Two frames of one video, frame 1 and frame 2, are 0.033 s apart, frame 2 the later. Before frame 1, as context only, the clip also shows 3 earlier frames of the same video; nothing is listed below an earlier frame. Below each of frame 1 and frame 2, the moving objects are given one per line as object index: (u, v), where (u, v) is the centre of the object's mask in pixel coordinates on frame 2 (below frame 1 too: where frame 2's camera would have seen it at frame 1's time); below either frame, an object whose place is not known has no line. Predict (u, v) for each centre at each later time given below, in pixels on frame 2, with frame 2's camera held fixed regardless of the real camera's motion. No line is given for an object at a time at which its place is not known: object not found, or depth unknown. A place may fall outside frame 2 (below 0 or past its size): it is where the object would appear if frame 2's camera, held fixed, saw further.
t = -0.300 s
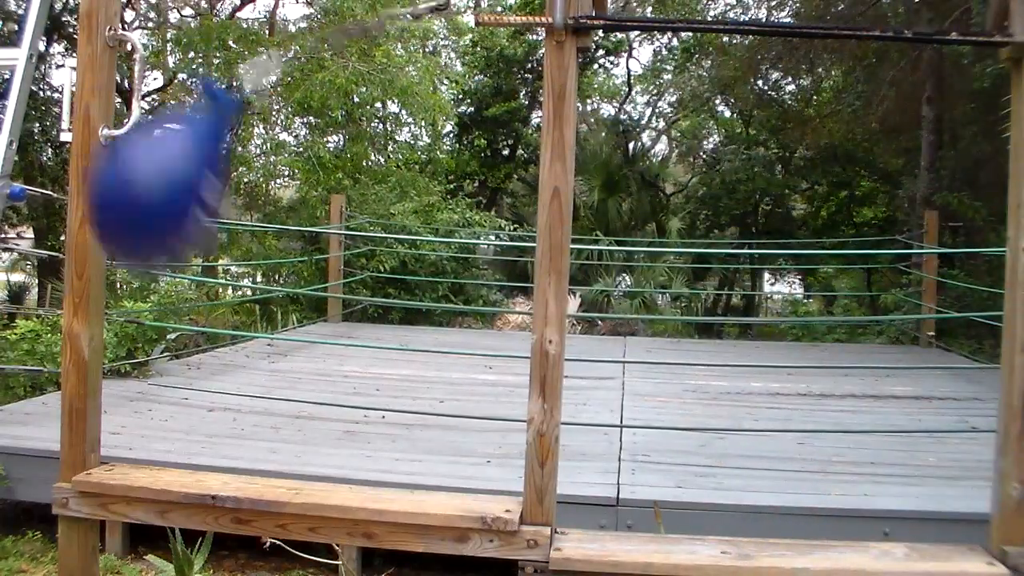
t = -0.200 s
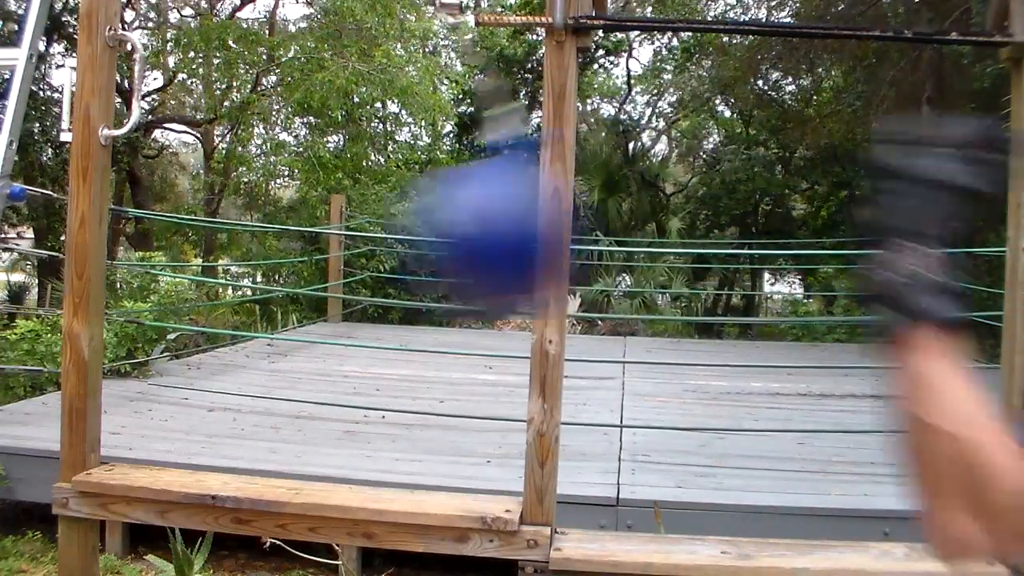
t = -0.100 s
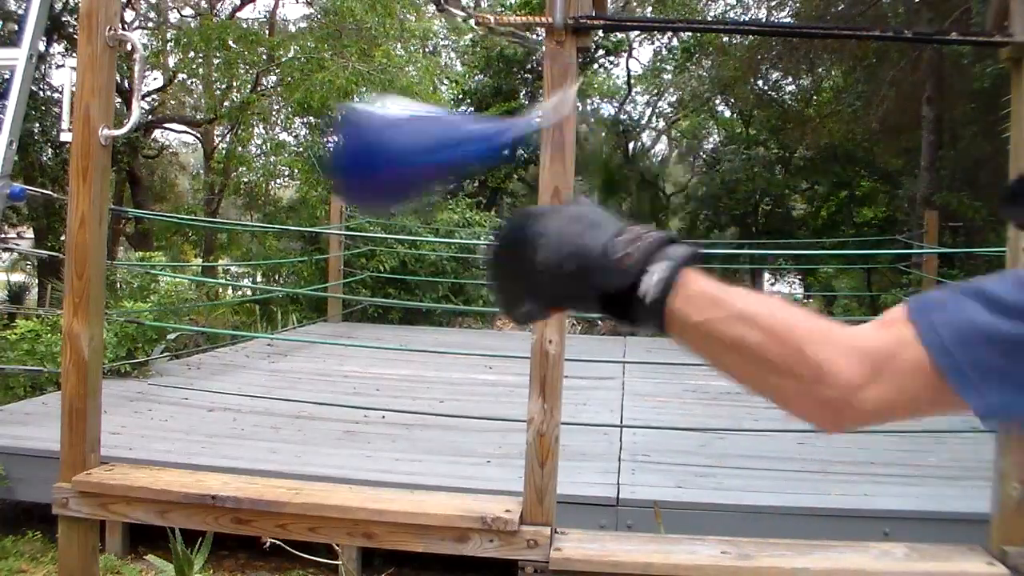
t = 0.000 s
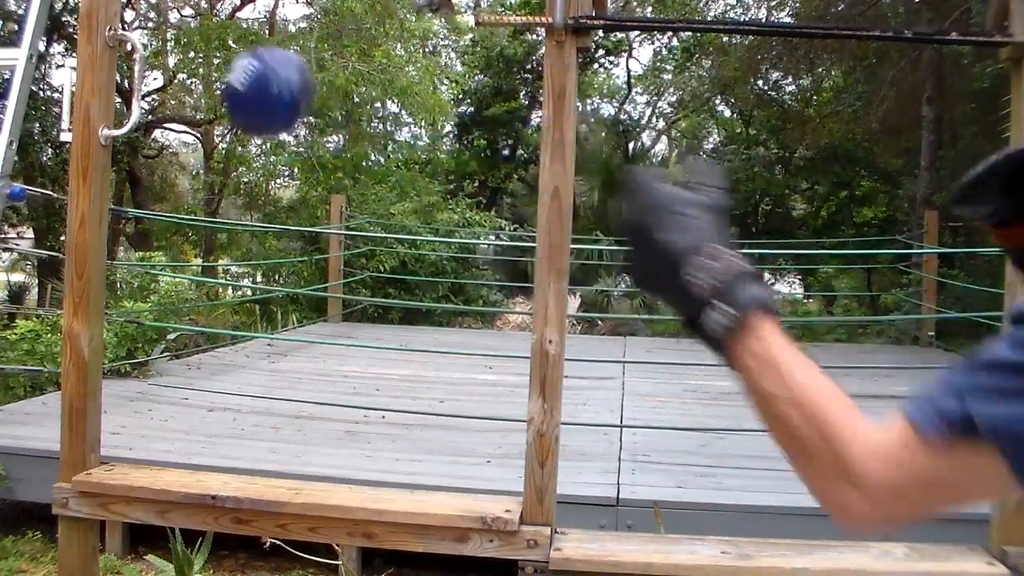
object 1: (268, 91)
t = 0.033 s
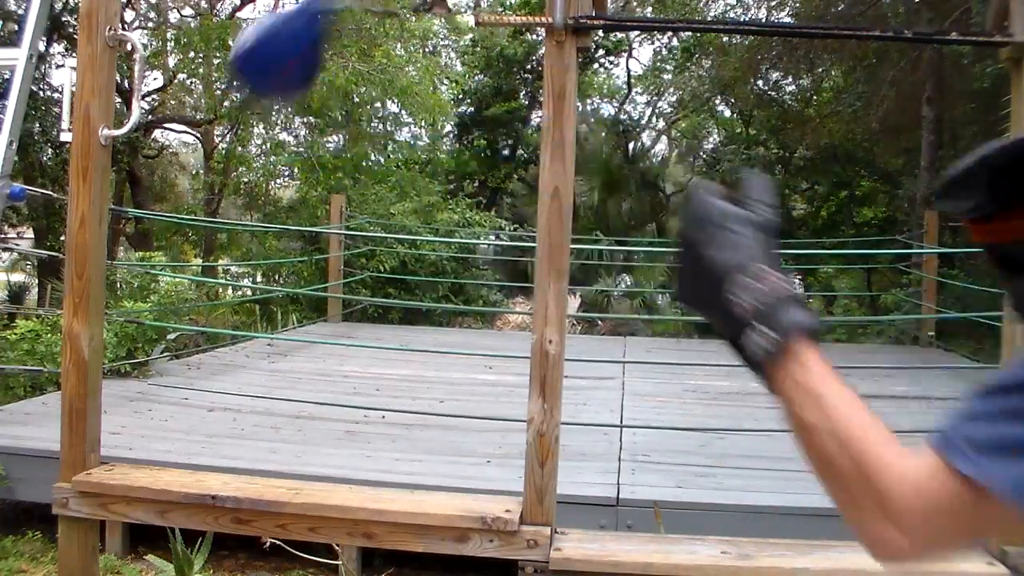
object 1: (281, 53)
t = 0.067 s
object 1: (311, 23)
